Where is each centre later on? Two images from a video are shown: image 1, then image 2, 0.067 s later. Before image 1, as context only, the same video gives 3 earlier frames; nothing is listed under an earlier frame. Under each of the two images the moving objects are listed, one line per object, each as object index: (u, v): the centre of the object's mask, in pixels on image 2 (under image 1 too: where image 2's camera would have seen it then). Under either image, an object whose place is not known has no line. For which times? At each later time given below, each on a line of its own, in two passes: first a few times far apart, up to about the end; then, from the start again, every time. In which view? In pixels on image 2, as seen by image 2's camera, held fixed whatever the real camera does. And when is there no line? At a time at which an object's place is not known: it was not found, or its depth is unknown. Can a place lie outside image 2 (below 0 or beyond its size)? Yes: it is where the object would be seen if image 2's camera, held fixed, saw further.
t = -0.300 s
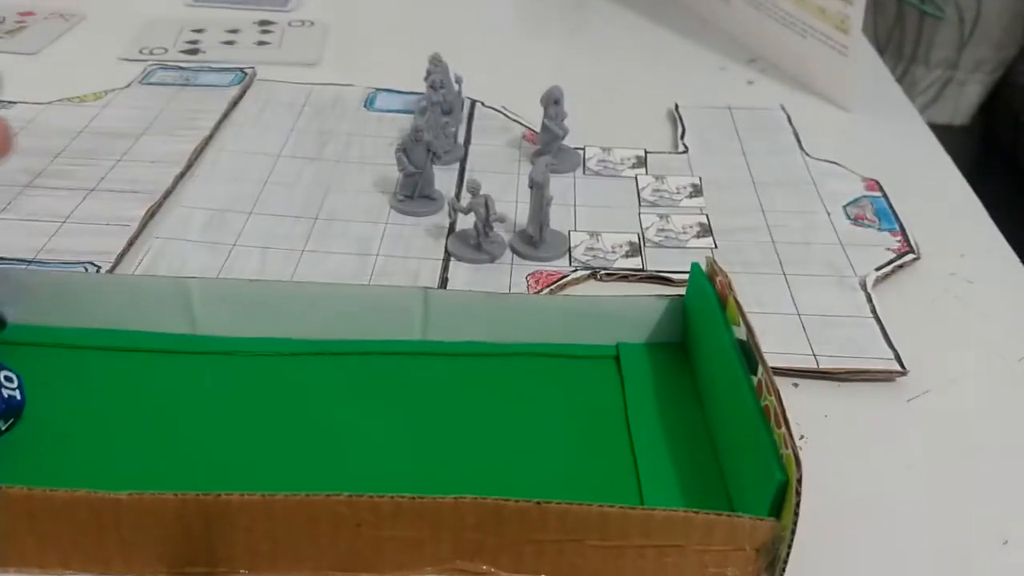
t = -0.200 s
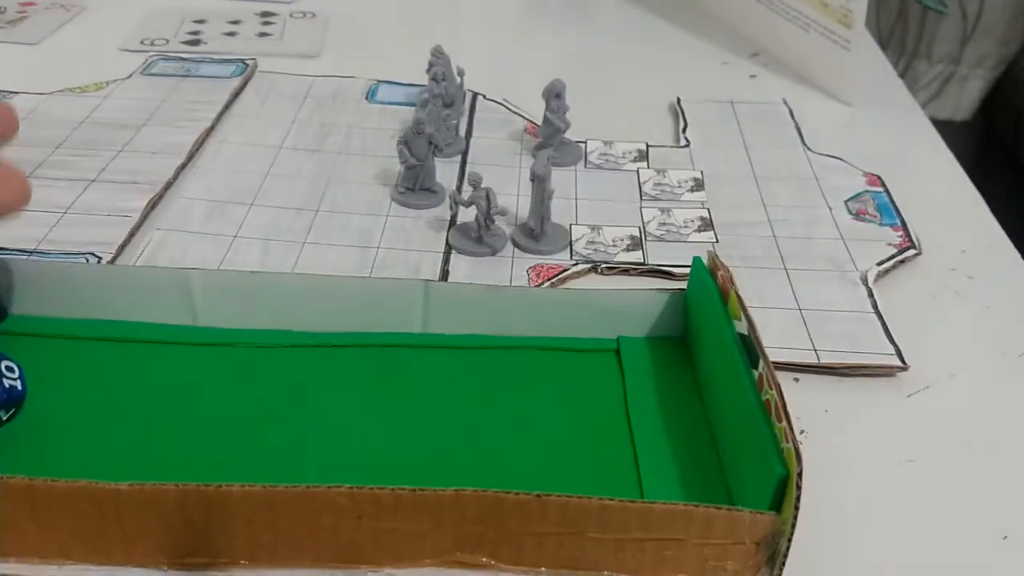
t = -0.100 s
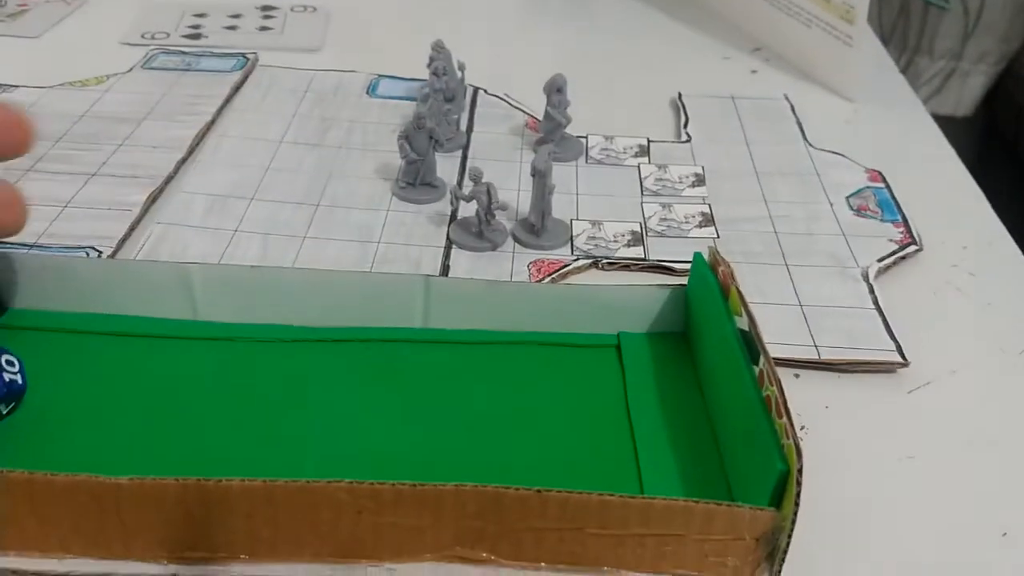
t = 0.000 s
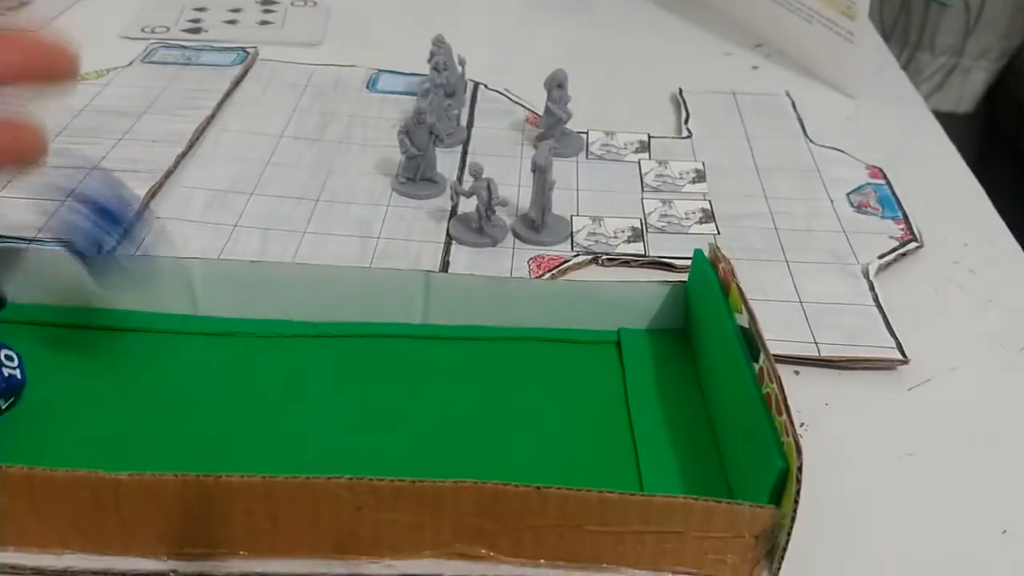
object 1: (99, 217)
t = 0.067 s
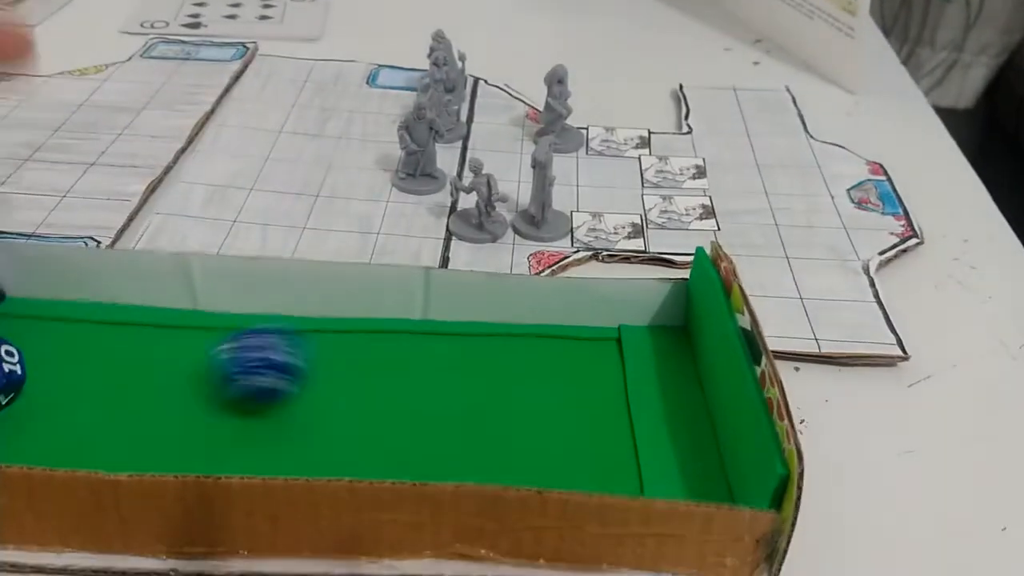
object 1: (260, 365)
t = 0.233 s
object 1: (595, 439)
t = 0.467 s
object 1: (624, 462)
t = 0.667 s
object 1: (545, 464)
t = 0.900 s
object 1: (572, 458)
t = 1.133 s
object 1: (572, 459)
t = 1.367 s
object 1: (572, 459)
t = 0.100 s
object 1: (327, 366)
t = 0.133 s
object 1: (402, 405)
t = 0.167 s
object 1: (473, 422)
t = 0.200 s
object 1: (536, 438)
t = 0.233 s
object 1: (595, 439)
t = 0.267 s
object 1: (652, 456)
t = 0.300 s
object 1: (695, 465)
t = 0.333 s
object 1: (688, 465)
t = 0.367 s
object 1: (672, 474)
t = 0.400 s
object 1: (658, 468)
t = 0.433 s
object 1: (642, 467)
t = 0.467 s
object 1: (624, 462)
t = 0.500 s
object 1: (609, 458)
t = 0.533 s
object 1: (591, 460)
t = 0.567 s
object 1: (574, 462)
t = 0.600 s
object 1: (558, 460)
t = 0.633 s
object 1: (545, 464)
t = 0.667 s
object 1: (545, 464)
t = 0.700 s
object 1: (552, 464)
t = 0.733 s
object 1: (560, 461)
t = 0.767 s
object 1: (565, 461)
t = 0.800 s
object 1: (570, 460)
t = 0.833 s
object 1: (577, 459)
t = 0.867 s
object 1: (577, 460)
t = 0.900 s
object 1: (572, 458)
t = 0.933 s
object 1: (572, 459)
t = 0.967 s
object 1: (575, 459)
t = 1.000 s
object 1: (572, 459)
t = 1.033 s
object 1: (572, 459)
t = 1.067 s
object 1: (573, 459)
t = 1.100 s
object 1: (572, 459)
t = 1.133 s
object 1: (572, 459)
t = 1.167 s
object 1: (573, 459)
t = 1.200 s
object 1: (572, 459)
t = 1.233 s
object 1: (572, 459)
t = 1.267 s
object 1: (572, 459)
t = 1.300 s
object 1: (572, 459)
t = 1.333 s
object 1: (572, 459)
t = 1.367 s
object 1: (572, 459)
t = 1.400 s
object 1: (572, 459)
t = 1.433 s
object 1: (572, 459)
